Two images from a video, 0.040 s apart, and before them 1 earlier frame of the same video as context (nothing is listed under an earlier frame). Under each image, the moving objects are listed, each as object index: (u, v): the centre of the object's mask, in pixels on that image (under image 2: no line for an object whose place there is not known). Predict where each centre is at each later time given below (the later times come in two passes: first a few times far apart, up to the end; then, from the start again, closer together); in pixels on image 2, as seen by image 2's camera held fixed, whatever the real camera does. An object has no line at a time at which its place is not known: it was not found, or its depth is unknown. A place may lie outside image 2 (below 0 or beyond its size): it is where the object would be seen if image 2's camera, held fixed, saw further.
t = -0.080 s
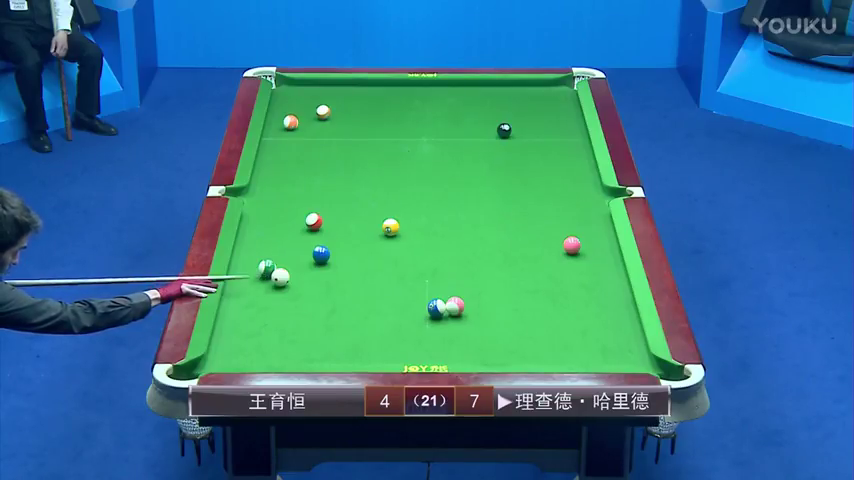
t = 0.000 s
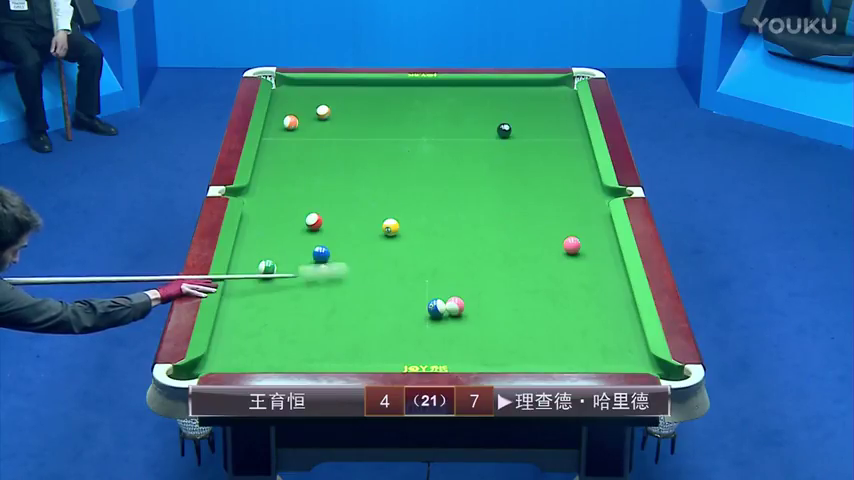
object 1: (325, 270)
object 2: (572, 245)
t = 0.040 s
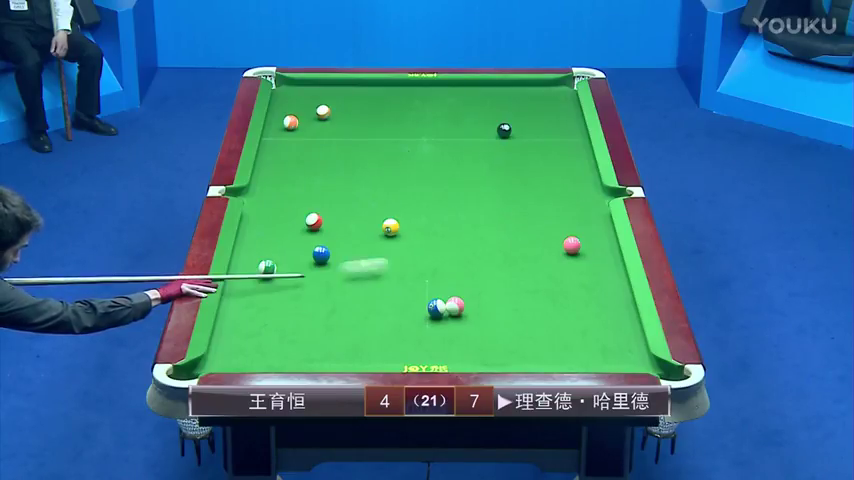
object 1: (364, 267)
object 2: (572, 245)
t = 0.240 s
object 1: (545, 248)
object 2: (572, 245)
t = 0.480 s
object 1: (596, 257)
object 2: (520, 228)
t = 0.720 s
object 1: (588, 263)
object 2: (415, 218)
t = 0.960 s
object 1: (555, 269)
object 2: (314, 206)
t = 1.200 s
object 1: (523, 274)
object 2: (241, 193)
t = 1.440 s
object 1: (492, 280)
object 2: (251, 193)
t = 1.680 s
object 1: (463, 285)
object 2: (266, 185)
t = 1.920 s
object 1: (434, 289)
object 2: (280, 178)
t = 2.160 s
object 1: (407, 295)
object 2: (293, 172)
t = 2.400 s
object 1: (381, 299)
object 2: (305, 166)
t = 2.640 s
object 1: (357, 304)
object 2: (315, 161)
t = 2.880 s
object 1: (334, 307)
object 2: (325, 156)
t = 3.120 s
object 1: (312, 311)
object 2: (333, 152)
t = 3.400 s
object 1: (289, 315)
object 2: (343, 148)
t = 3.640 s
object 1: (270, 319)
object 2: (349, 145)
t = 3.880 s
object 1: (254, 322)
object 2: (355, 143)
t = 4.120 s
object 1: (238, 325)
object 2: (360, 141)
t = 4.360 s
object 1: (225, 327)
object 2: (365, 139)
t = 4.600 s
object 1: (227, 328)
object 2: (368, 138)
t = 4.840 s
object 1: (232, 329)
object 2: (370, 137)
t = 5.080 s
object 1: (236, 330)
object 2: (370, 137)
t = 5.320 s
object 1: (239, 330)
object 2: (370, 137)
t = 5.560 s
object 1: (239, 330)
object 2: (370, 137)
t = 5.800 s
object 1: (239, 331)
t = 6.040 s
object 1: (239, 331)
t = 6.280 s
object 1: (239, 331)
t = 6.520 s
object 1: (239, 331)
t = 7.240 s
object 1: (240, 331)
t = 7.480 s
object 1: (240, 331)
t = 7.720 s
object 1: (239, 331)
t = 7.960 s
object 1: (239, 331)
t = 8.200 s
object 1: (239, 331)
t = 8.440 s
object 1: (239, 331)
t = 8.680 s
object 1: (239, 331)
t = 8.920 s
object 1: (239, 331)
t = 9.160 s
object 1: (239, 331)
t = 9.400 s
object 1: (239, 331)
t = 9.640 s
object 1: (239, 331)
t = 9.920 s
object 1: (239, 331)
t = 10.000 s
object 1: (239, 331)
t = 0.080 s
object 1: (404, 263)
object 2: (572, 245)
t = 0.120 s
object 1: (442, 259)
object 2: (572, 245)
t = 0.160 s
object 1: (478, 255)
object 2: (572, 245)
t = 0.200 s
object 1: (514, 251)
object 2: (571, 245)
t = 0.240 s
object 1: (545, 248)
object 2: (572, 245)
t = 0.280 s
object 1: (560, 250)
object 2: (593, 240)
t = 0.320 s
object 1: (565, 251)
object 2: (602, 236)
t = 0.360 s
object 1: (571, 253)
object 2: (579, 234)
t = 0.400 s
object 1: (579, 254)
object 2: (559, 231)
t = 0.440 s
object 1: (587, 256)
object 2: (539, 230)
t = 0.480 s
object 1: (596, 257)
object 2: (520, 228)
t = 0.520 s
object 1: (606, 258)
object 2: (502, 226)
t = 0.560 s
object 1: (613, 259)
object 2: (485, 224)
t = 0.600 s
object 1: (607, 260)
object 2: (467, 223)
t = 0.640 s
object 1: (600, 261)
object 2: (449, 221)
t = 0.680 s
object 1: (594, 262)
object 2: (432, 219)
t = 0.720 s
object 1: (588, 263)
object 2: (415, 218)
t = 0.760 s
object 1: (583, 264)
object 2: (399, 215)
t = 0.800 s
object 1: (578, 265)
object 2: (381, 213)
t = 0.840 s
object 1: (572, 266)
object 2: (364, 212)
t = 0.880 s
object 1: (567, 267)
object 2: (348, 210)
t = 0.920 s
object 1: (561, 268)
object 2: (331, 209)
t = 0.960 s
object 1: (555, 269)
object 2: (314, 206)
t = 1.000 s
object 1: (550, 270)
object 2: (298, 205)
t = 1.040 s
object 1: (544, 270)
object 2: (281, 204)
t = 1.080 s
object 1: (539, 272)
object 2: (266, 202)
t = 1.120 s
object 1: (534, 272)
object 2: (251, 200)
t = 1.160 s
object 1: (529, 273)
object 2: (244, 196)
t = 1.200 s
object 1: (523, 274)
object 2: (241, 193)
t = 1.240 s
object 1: (518, 275)
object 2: (242, 195)
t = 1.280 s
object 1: (513, 276)
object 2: (241, 197)
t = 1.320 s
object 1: (508, 277)
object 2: (244, 196)
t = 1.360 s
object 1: (503, 278)
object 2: (246, 195)
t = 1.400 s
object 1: (498, 279)
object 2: (249, 194)
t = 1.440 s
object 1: (492, 280)
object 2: (251, 193)
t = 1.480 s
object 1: (487, 281)
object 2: (253, 191)
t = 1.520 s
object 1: (482, 282)
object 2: (256, 190)
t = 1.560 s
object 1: (477, 283)
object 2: (259, 189)
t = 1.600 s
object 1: (472, 283)
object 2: (261, 188)
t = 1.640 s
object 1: (467, 284)
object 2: (264, 186)
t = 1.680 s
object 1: (463, 285)
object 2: (266, 185)
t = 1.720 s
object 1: (458, 286)
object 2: (268, 184)
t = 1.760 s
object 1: (453, 287)
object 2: (271, 183)
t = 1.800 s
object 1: (448, 287)
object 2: (273, 182)
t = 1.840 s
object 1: (443, 288)
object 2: (276, 180)
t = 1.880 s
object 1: (439, 289)
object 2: (278, 179)
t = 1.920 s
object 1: (434, 289)
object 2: (280, 178)
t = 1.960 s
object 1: (429, 291)
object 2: (282, 177)
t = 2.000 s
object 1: (425, 291)
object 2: (284, 176)
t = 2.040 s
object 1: (420, 292)
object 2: (286, 175)
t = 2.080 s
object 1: (416, 293)
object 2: (288, 174)
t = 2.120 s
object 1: (411, 294)
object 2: (291, 173)
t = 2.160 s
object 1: (407, 295)
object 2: (293, 172)
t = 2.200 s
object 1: (403, 296)
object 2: (295, 171)
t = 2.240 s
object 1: (398, 296)
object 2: (297, 170)
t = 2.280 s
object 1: (394, 297)
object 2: (299, 169)
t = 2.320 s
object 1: (389, 298)
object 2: (301, 168)
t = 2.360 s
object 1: (385, 299)
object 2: (303, 167)
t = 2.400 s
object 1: (381, 299)
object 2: (305, 166)
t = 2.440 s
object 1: (377, 300)
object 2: (306, 165)
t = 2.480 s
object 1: (373, 301)
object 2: (308, 164)
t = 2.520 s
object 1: (369, 301)
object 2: (310, 163)
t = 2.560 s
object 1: (364, 302)
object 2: (312, 162)
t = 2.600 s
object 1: (361, 303)
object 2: (313, 162)
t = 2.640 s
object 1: (357, 304)
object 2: (315, 161)
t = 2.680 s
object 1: (352, 304)
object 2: (317, 160)
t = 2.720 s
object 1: (349, 305)
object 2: (319, 159)
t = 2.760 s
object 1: (345, 305)
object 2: (320, 159)
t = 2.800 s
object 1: (341, 306)
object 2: (322, 158)
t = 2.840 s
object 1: (337, 307)
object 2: (323, 157)
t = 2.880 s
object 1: (334, 307)
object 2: (325, 156)
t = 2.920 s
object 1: (330, 308)
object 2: (326, 156)
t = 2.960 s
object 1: (326, 309)
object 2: (328, 155)
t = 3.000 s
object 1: (322, 309)
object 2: (329, 154)
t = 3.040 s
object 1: (319, 310)
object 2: (331, 154)
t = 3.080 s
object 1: (315, 311)
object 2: (332, 153)
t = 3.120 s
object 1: (312, 311)
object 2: (333, 152)
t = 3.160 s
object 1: (308, 312)
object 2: (335, 152)
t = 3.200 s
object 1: (305, 313)
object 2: (336, 151)
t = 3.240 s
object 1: (302, 313)
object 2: (337, 150)
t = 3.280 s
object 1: (298, 314)
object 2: (339, 150)
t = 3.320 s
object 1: (295, 314)
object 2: (340, 149)
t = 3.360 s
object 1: (292, 315)
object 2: (341, 149)
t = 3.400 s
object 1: (289, 315)
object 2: (343, 148)
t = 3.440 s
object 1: (286, 316)
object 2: (344, 148)
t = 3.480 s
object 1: (283, 317)
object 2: (345, 148)
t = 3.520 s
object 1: (280, 317)
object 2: (346, 147)
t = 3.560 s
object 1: (276, 318)
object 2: (347, 146)
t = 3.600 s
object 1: (274, 318)
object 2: (348, 146)
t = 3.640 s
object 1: (270, 319)
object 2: (349, 145)
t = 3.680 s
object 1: (268, 319)
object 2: (350, 145)
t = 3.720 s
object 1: (265, 320)
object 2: (352, 144)
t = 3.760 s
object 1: (262, 320)
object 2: (352, 144)
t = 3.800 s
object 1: (259, 321)
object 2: (353, 144)
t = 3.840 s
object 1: (256, 321)
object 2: (354, 143)
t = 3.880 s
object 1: (254, 322)
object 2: (355, 143)
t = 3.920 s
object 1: (251, 322)
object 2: (356, 142)
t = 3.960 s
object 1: (249, 323)
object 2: (357, 142)
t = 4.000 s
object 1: (246, 323)
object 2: (358, 142)
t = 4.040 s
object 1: (243, 323)
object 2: (359, 141)
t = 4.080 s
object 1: (241, 324)
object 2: (359, 141)
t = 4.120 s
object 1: (238, 325)
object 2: (360, 141)
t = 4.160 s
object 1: (236, 325)
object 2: (361, 141)
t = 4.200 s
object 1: (234, 325)
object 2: (362, 141)
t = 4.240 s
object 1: (232, 326)
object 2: (363, 140)
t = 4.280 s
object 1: (229, 326)
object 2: (363, 140)
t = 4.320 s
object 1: (227, 326)
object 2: (364, 140)
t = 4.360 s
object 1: (225, 327)
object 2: (365, 139)
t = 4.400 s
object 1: (223, 327)
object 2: (365, 139)
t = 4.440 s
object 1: (222, 328)
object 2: (366, 139)
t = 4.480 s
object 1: (223, 328)
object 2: (366, 139)
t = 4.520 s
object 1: (225, 328)
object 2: (367, 139)
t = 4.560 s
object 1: (226, 328)
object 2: (367, 138)
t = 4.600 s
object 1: (227, 328)
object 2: (368, 138)
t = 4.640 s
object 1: (228, 329)
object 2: (368, 138)
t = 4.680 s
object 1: (229, 329)
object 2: (368, 138)
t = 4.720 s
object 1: (230, 329)
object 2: (369, 138)
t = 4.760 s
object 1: (231, 329)
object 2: (369, 138)
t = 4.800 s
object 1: (232, 330)
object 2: (369, 137)
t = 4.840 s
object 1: (232, 329)
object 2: (370, 137)
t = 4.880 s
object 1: (233, 330)
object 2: (370, 137)
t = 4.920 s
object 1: (234, 330)
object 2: (370, 137)
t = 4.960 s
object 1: (235, 330)
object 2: (370, 137)
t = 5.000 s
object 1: (235, 330)
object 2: (370, 137)
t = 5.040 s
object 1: (236, 330)
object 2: (370, 137)
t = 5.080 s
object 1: (236, 330)
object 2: (370, 137)
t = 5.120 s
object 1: (237, 330)
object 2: (370, 137)
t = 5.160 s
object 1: (237, 330)
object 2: (370, 137)
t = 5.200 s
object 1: (238, 331)
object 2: (370, 137)
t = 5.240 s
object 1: (238, 331)
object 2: (370, 137)
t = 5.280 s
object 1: (238, 331)
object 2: (370, 137)
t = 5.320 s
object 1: (239, 330)
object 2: (370, 137)
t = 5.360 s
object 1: (239, 331)
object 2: (370, 137)
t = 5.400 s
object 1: (240, 331)
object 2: (370, 137)
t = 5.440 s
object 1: (242, 333)
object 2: (370, 137)
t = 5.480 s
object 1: (241, 332)
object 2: (370, 137)
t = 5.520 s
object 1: (239, 331)
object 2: (370, 137)
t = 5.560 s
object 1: (239, 330)
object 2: (370, 137)
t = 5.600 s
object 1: (240, 331)
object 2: (370, 137)
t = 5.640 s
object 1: (240, 331)
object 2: (370, 137)
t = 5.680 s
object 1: (240, 331)
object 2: (370, 137)
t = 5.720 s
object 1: (240, 331)
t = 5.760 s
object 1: (240, 331)
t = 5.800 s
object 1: (239, 331)
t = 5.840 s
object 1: (239, 331)
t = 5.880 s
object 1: (239, 331)
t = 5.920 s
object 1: (239, 331)
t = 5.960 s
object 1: (239, 331)
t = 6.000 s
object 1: (239, 331)
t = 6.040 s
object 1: (239, 331)
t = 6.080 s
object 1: (239, 331)
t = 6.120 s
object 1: (239, 331)
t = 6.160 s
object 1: (239, 331)
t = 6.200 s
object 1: (239, 331)
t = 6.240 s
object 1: (239, 331)
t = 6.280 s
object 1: (239, 331)
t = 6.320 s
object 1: (239, 331)
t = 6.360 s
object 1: (239, 331)
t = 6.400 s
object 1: (239, 331)
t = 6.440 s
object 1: (239, 331)
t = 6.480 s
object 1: (239, 331)
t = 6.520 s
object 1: (239, 331)
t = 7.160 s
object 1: (240, 330)
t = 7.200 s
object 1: (240, 331)
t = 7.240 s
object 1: (240, 331)
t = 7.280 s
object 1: (239, 331)
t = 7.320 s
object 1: (240, 331)
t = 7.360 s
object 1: (239, 331)
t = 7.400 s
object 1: (240, 331)
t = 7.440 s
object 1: (239, 331)
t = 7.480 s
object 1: (240, 331)
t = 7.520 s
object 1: (240, 331)
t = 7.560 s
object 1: (240, 331)
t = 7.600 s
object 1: (239, 331)
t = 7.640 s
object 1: (239, 331)
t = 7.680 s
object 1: (239, 331)
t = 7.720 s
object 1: (239, 331)
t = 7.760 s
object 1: (239, 331)
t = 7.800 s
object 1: (239, 331)
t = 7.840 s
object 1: (239, 331)
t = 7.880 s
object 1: (239, 331)
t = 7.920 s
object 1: (239, 331)
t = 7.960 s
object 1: (239, 331)
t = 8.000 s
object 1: (239, 331)
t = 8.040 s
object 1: (239, 331)
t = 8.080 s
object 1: (239, 331)
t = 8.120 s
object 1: (239, 331)
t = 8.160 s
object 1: (239, 331)
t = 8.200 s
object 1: (239, 331)
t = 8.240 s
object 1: (239, 331)
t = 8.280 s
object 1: (239, 331)
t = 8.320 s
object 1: (239, 331)
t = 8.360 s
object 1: (239, 331)
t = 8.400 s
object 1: (239, 331)
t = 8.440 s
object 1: (239, 331)
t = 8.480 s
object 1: (240, 331)
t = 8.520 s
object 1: (239, 331)
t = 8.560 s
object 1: (239, 331)
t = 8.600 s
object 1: (239, 331)
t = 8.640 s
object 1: (239, 331)
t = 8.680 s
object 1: (239, 331)
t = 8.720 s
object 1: (239, 331)
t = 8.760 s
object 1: (239, 331)
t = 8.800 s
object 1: (239, 331)
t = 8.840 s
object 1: (239, 331)
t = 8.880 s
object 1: (239, 331)
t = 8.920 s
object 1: (239, 331)
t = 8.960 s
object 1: (239, 331)
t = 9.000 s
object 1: (239, 331)
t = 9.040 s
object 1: (239, 331)
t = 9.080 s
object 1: (239, 331)
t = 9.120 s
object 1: (239, 331)
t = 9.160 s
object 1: (239, 331)
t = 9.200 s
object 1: (239, 331)
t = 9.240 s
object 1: (239, 331)
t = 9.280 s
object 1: (239, 331)
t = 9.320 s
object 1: (239, 331)
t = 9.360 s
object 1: (239, 331)
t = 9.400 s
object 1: (239, 331)
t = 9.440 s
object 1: (239, 331)
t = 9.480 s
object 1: (239, 331)
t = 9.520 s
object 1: (239, 331)
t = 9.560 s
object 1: (239, 331)
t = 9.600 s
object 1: (239, 331)
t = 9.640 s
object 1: (239, 331)
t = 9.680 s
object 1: (239, 331)
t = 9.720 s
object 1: (239, 331)
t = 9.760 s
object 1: (239, 331)
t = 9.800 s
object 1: (239, 331)
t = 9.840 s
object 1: (239, 331)
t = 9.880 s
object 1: (239, 331)
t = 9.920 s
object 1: (239, 331)
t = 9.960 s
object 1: (239, 331)
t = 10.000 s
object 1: (239, 331)
